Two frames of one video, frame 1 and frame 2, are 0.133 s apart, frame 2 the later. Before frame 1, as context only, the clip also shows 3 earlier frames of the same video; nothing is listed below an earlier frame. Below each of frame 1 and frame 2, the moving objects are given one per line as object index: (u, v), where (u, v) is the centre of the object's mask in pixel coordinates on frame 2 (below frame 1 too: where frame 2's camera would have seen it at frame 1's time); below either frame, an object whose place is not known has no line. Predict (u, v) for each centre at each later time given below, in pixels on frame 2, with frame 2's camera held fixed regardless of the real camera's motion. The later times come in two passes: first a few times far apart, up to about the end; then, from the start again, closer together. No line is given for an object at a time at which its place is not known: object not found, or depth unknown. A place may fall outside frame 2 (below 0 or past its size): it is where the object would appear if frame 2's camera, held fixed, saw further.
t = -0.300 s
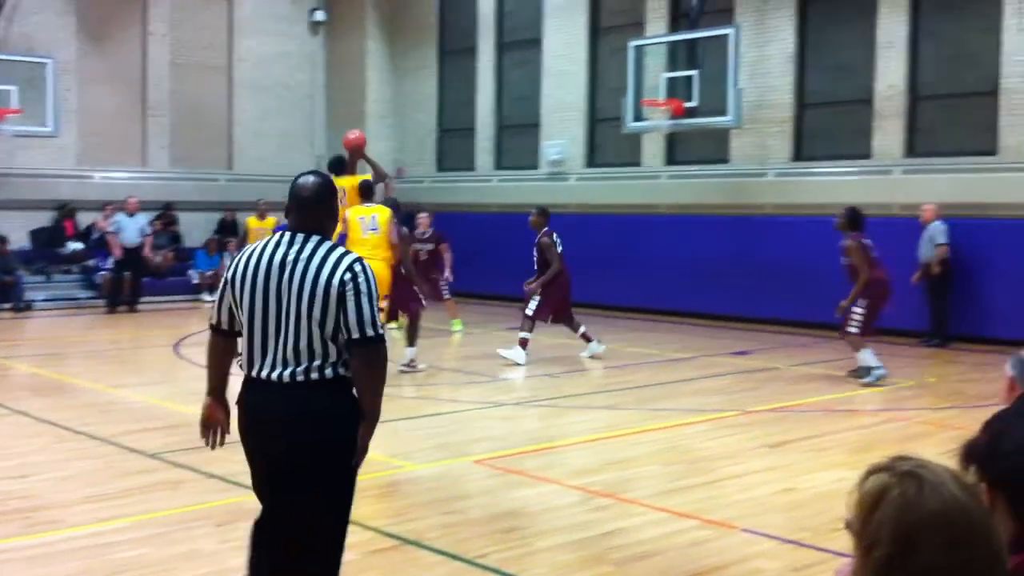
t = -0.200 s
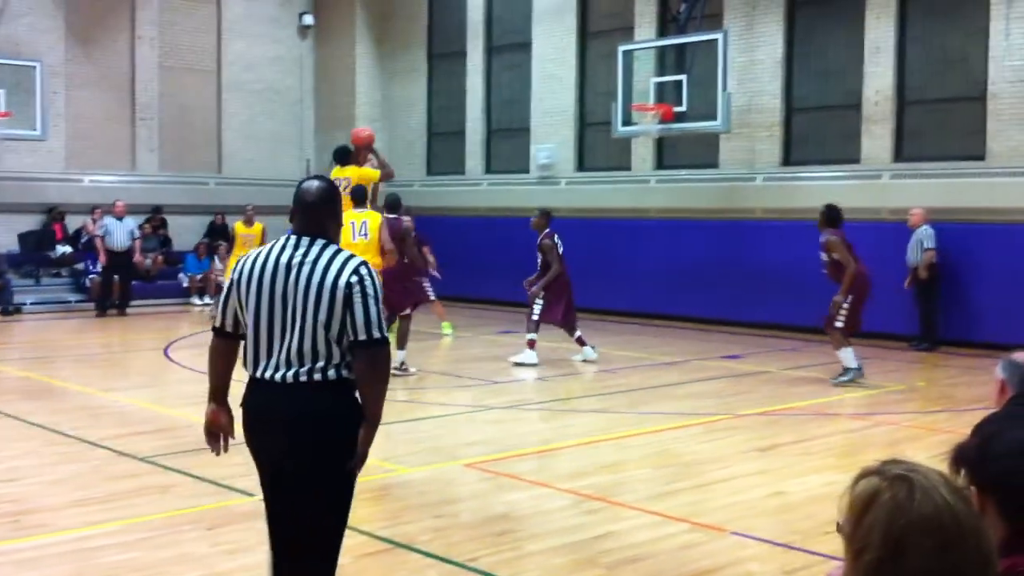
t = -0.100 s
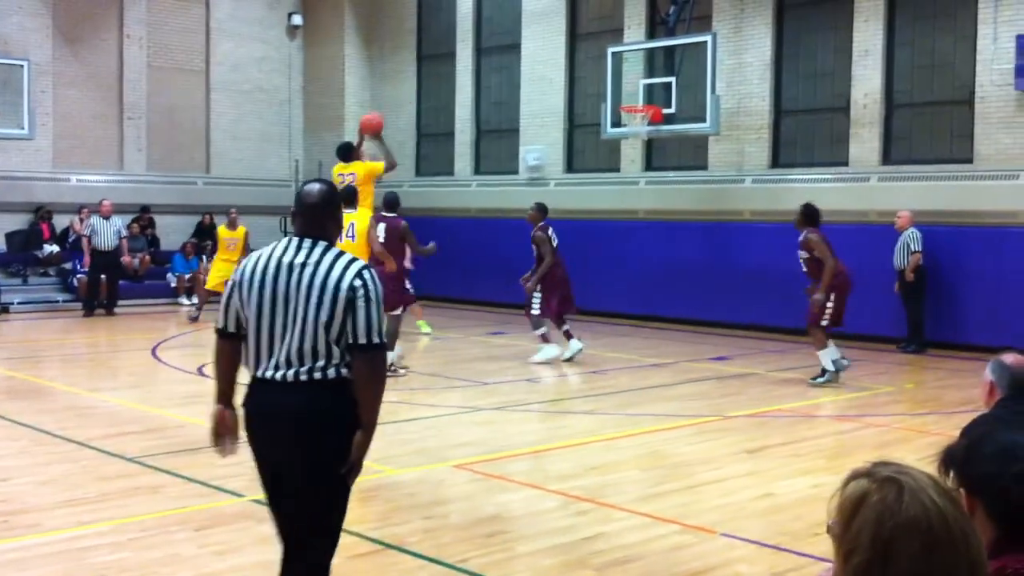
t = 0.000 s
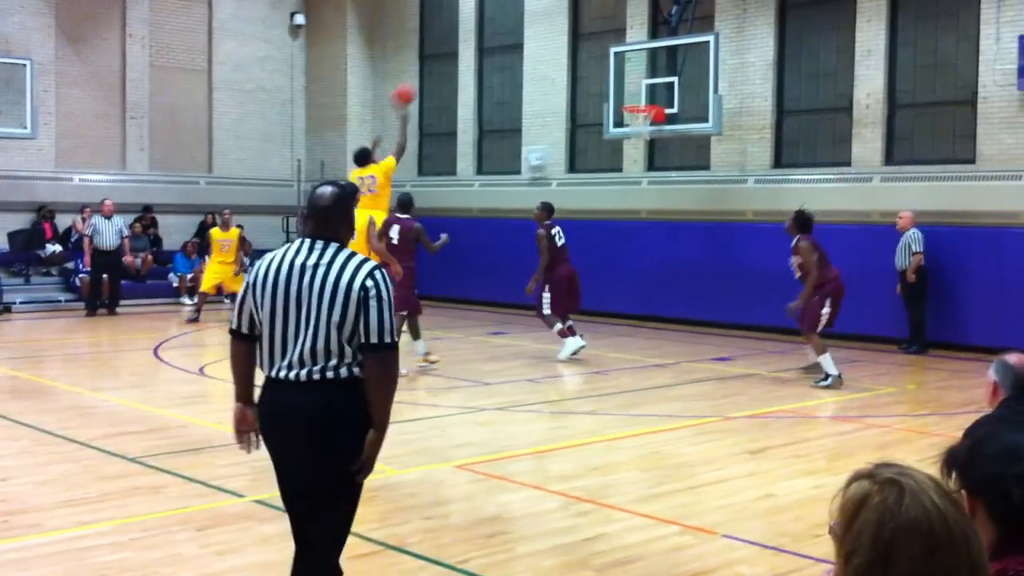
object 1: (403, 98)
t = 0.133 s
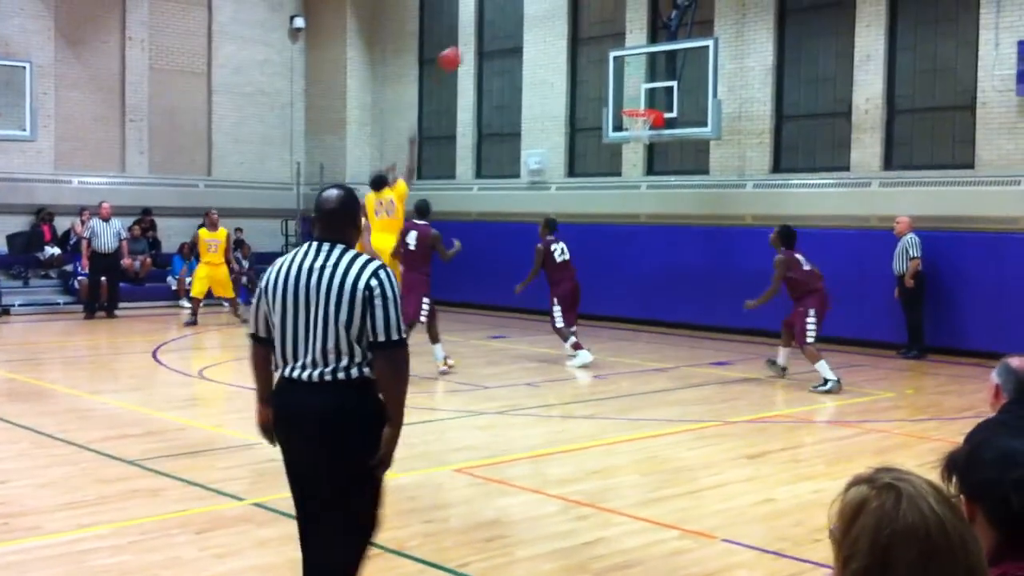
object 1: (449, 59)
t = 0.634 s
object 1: (600, 53)
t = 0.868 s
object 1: (645, 101)
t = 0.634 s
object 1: (600, 53)
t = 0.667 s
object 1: (609, 60)
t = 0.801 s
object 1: (643, 95)
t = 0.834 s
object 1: (650, 104)
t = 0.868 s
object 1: (645, 101)
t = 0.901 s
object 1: (635, 97)
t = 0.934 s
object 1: (628, 93)
